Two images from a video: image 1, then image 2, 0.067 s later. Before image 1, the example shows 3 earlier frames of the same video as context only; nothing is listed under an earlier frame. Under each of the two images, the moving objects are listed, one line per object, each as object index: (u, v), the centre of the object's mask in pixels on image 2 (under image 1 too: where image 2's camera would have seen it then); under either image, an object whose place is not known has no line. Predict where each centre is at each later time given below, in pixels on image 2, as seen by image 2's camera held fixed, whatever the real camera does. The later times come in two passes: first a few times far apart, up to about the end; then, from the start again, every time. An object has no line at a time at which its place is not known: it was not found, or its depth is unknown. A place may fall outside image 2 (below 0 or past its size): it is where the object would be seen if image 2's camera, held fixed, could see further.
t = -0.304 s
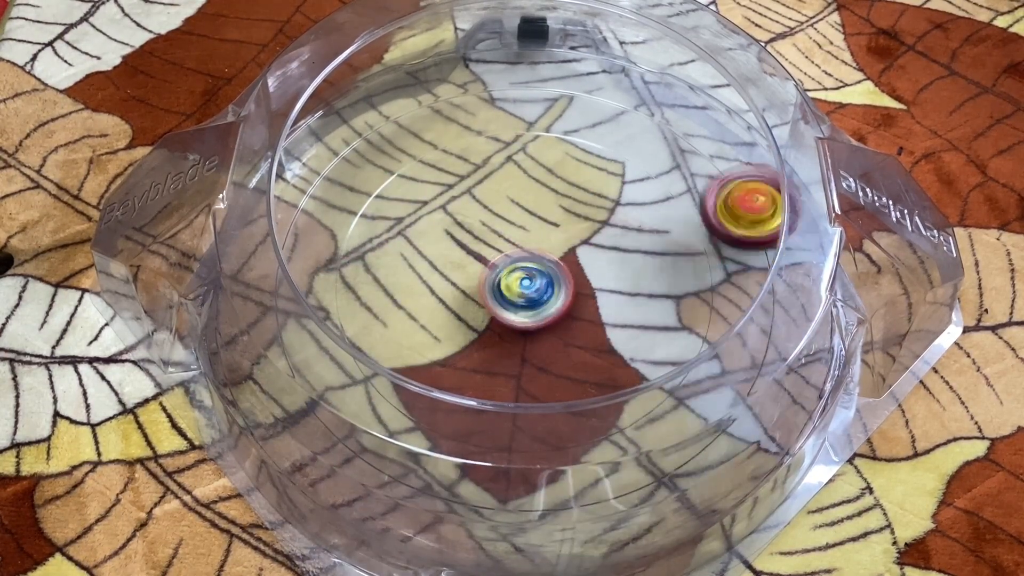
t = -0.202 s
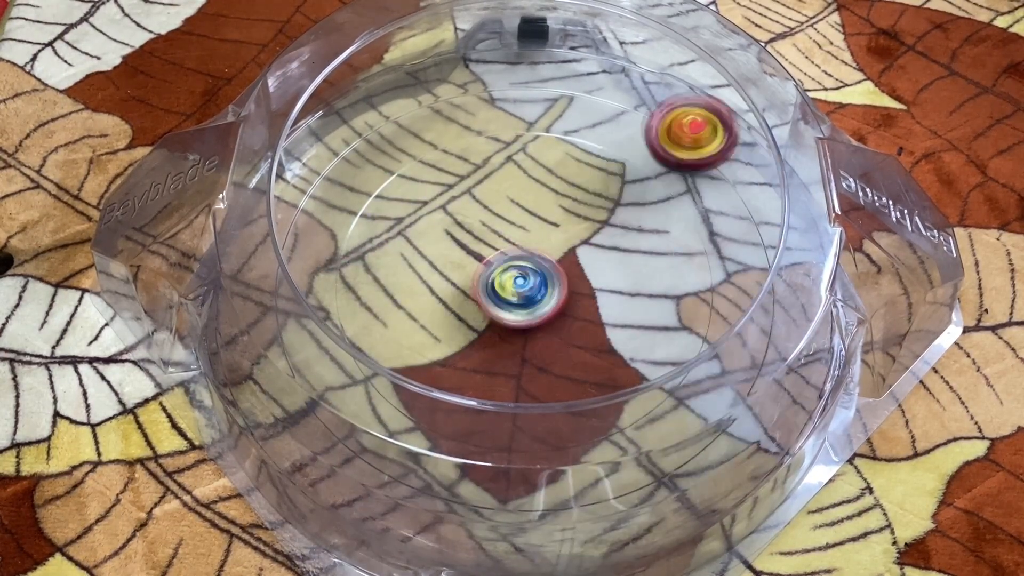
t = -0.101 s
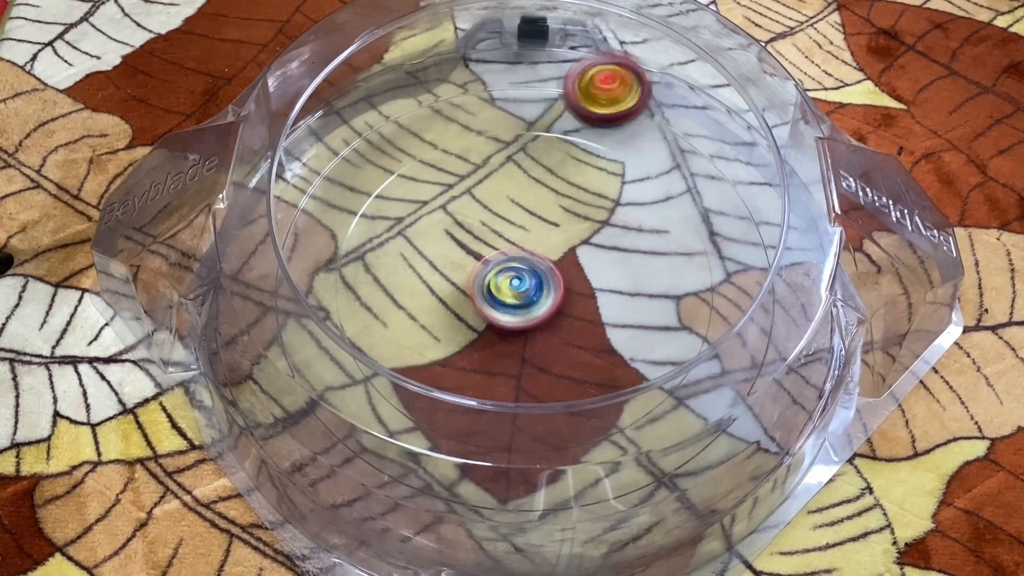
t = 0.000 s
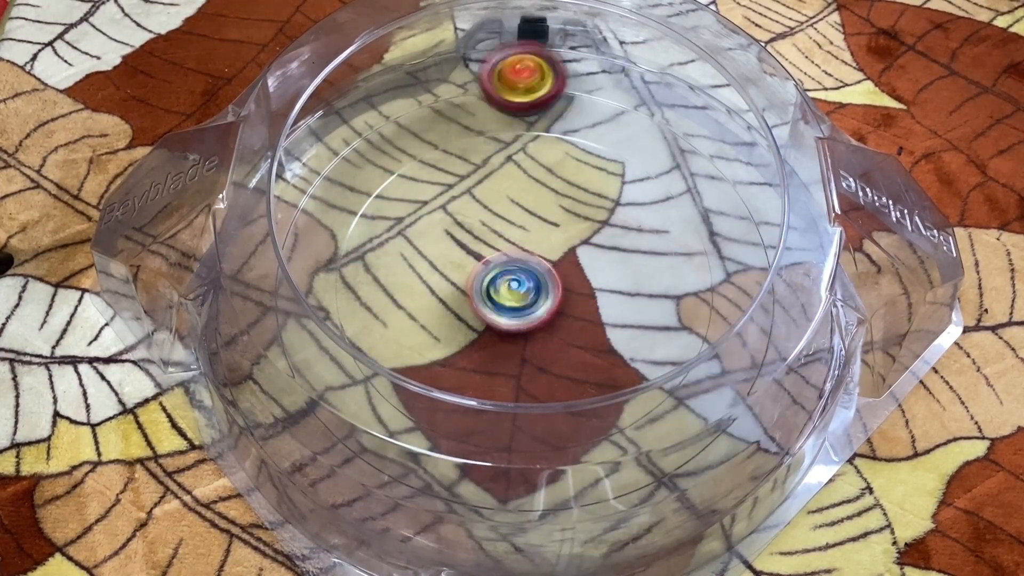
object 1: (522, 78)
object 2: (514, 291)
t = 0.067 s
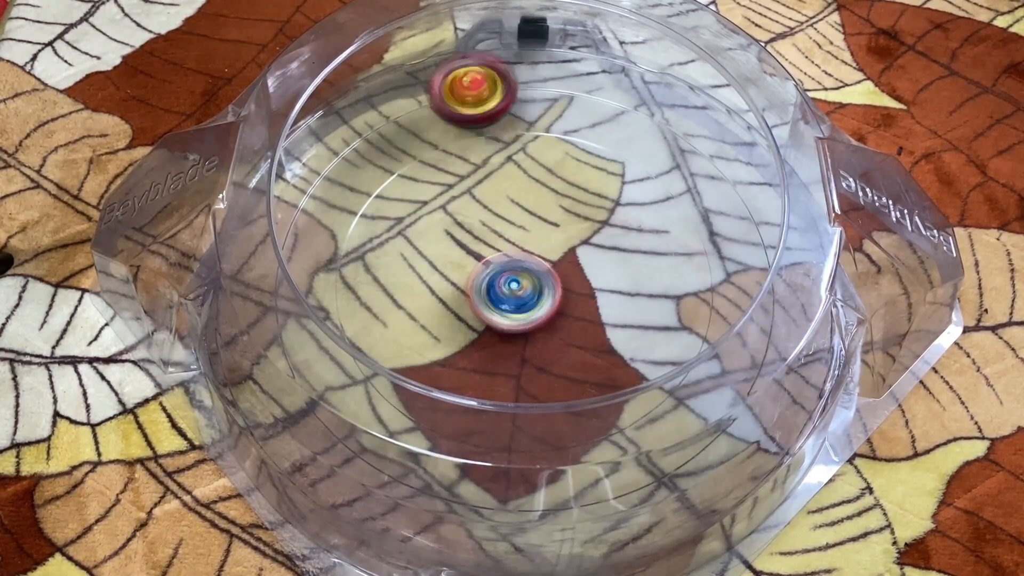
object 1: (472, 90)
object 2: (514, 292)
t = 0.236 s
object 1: (363, 176)
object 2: (518, 287)
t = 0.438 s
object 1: (311, 358)
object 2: (510, 278)
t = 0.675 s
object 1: (542, 486)
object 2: (511, 283)
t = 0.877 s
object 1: (759, 343)
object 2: (520, 273)
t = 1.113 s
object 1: (679, 123)
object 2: (513, 268)
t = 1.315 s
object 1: (472, 77)
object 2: (521, 277)
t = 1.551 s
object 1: (282, 249)
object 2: (532, 269)
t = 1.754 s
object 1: (414, 464)
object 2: (523, 269)
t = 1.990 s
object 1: (754, 353)
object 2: (534, 284)
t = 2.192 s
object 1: (718, 154)
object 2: (539, 276)
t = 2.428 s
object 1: (484, 71)
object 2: (520, 280)
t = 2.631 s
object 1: (300, 198)
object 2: (526, 292)
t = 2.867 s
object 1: (380, 446)
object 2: (529, 278)
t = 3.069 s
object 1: (661, 451)
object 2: (512, 282)
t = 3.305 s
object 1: (762, 230)
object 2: (524, 292)
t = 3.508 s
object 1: (626, 90)
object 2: (525, 275)
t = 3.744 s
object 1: (380, 111)
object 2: (508, 277)
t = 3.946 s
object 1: (280, 283)
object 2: (522, 286)
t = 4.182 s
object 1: (467, 476)
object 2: (527, 270)
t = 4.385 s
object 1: (715, 410)
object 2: (513, 271)
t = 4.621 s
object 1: (741, 186)
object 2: (529, 284)
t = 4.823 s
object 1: (553, 75)
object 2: (534, 271)
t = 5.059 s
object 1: (338, 146)
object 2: (516, 279)
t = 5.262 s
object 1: (286, 322)
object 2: (530, 291)
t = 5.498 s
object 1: (497, 483)
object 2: (532, 275)
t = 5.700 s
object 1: (726, 397)
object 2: (511, 277)
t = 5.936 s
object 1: (739, 196)
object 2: (520, 293)
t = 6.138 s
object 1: (649, 111)
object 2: (532, 279)
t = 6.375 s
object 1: (497, 89)
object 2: (511, 271)
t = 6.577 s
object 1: (373, 143)
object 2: (516, 285)
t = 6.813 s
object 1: (303, 277)
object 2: (532, 278)
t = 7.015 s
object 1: (344, 412)
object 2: (523, 270)
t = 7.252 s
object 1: (554, 482)
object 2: (520, 284)
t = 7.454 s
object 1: (715, 404)
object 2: (534, 285)
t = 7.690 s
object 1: (732, 239)
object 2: (523, 275)
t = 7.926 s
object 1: (619, 139)
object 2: (518, 288)
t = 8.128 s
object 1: (441, 149)
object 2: (529, 286)
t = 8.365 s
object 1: (354, 314)
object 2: (520, 273)
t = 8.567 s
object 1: (516, 422)
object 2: (513, 281)
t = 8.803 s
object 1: (688, 301)
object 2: (529, 284)
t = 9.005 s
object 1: (612, 160)
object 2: (527, 272)
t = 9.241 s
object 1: (417, 160)
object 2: (517, 277)
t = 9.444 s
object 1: (357, 297)
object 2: (525, 286)
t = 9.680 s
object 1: (533, 407)
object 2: (529, 278)
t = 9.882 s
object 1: (674, 302)
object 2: (519, 279)
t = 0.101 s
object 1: (450, 101)
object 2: (516, 292)
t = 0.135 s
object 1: (426, 116)
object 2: (516, 292)
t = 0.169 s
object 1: (404, 135)
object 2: (517, 291)
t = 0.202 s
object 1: (382, 153)
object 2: (517, 289)
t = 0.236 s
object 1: (363, 176)
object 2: (518, 287)
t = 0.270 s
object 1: (346, 202)
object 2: (517, 285)
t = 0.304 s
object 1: (331, 229)
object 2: (516, 283)
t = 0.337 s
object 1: (320, 261)
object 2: (515, 281)
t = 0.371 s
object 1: (315, 292)
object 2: (514, 280)
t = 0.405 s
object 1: (311, 324)
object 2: (512, 279)
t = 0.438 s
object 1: (311, 358)
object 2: (510, 278)
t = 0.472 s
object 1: (316, 391)
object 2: (509, 278)
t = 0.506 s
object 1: (339, 414)
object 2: (508, 279)
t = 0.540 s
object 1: (367, 441)
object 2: (507, 279)
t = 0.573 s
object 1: (405, 459)
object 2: (506, 280)
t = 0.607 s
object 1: (447, 474)
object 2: (507, 281)
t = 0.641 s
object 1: (494, 484)
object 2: (509, 282)
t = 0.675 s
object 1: (542, 486)
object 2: (511, 283)
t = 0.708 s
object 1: (593, 478)
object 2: (512, 282)
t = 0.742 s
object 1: (640, 464)
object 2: (515, 281)
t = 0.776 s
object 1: (680, 441)
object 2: (518, 280)
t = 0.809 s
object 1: (713, 416)
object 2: (520, 278)
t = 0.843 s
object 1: (740, 379)
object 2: (520, 275)
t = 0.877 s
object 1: (759, 343)
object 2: (520, 273)
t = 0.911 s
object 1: (768, 306)
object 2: (520, 270)
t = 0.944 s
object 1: (769, 268)
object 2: (520, 269)
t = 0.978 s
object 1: (759, 231)
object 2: (518, 268)
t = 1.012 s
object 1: (744, 200)
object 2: (517, 267)
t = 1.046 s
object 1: (731, 170)
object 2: (515, 266)
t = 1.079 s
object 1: (707, 144)
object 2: (514, 267)
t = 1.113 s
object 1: (679, 123)
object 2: (513, 268)
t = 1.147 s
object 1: (650, 105)
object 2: (512, 270)
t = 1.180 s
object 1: (618, 91)
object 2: (512, 272)
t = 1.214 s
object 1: (584, 81)
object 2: (513, 273)
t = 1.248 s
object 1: (545, 75)
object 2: (515, 275)
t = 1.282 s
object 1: (509, 74)
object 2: (518, 276)
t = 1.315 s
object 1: (472, 77)
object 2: (521, 277)
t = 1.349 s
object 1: (432, 84)
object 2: (524, 277)
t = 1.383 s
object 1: (396, 98)
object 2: (526, 277)
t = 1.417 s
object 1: (363, 120)
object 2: (528, 275)
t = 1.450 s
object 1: (332, 144)
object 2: (530, 274)
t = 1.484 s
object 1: (313, 177)
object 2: (532, 272)
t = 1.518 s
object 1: (290, 210)
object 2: (533, 271)
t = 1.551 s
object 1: (282, 249)
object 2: (532, 269)
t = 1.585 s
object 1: (280, 288)
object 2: (532, 267)
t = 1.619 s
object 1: (287, 330)
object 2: (530, 266)
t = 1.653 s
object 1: (307, 369)
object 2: (528, 265)
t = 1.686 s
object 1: (335, 406)
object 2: (527, 265)
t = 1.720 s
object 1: (371, 438)
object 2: (525, 266)
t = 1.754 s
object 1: (414, 464)
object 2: (523, 269)
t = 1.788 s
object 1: (466, 477)
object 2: (521, 272)
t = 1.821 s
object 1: (573, 482)
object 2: (521, 277)
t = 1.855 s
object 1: (624, 470)
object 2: (522, 280)
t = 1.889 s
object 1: (667, 451)
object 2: (525, 282)
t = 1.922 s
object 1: (704, 423)
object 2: (527, 283)
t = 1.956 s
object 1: (733, 390)
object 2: (531, 284)
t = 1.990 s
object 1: (754, 353)
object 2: (534, 284)
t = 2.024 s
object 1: (763, 314)
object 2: (536, 284)
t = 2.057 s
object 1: (767, 279)
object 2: (538, 283)
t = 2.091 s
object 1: (762, 244)
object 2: (539, 282)
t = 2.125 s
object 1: (746, 213)
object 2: (539, 280)
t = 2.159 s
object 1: (737, 183)
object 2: (539, 278)
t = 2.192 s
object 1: (718, 154)
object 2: (539, 276)
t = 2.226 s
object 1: (693, 131)
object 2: (538, 275)
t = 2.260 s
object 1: (665, 110)
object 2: (536, 274)
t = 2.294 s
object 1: (633, 94)
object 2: (532, 273)
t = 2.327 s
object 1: (599, 81)
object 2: (529, 274)
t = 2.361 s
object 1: (562, 72)
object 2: (526, 275)
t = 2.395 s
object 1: (523, 71)
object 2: (523, 278)
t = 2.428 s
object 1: (484, 71)
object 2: (520, 280)
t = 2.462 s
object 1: (446, 81)
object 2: (520, 283)
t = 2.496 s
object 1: (409, 95)
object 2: (520, 286)
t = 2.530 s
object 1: (374, 112)
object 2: (521, 288)
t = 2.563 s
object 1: (344, 137)
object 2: (521, 290)
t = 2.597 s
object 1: (319, 164)
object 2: (524, 292)
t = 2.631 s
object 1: (300, 198)
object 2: (526, 292)
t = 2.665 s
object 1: (287, 232)
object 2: (529, 292)
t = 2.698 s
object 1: (279, 268)
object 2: (532, 291)
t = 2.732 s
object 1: (282, 308)
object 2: (534, 289)
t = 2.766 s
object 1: (296, 347)
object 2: (534, 286)
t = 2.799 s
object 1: (317, 383)
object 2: (534, 284)
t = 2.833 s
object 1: (346, 418)
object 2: (532, 281)
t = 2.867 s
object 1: (380, 446)
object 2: (529, 278)
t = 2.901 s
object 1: (422, 466)
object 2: (526, 277)
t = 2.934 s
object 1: (472, 478)
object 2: (523, 277)
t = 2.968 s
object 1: (521, 483)
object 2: (520, 277)
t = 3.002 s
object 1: (573, 479)
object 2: (517, 278)
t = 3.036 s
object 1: (618, 469)
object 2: (514, 280)
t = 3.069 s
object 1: (661, 451)
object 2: (512, 282)
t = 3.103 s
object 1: (694, 426)
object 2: (512, 285)
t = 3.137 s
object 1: (725, 399)
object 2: (512, 287)
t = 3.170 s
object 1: (746, 367)
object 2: (514, 289)
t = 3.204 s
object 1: (760, 332)
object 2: (516, 292)
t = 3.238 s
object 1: (767, 300)
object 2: (519, 293)
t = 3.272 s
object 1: (767, 264)
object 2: (522, 293)
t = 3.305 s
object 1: (762, 230)
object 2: (524, 292)
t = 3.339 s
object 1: (745, 200)
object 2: (527, 290)
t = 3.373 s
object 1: (733, 172)
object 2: (529, 287)
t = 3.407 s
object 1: (711, 145)
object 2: (529, 283)
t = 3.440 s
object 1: (688, 123)
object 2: (529, 280)
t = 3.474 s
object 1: (658, 104)
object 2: (527, 277)
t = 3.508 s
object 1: (626, 90)
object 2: (525, 275)
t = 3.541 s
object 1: (591, 80)
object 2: (522, 273)
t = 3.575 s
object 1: (555, 73)
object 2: (519, 272)
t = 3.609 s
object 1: (518, 72)
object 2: (516, 271)
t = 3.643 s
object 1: (481, 74)
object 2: (514, 272)
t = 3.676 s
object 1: (446, 80)
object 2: (511, 272)
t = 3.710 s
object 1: (411, 94)
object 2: (509, 274)
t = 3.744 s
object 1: (380, 111)
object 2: (508, 277)
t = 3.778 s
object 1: (349, 133)
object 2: (508, 279)
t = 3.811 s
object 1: (325, 157)
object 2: (509, 283)
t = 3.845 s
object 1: (303, 183)
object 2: (511, 285)
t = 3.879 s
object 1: (289, 215)
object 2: (515, 285)
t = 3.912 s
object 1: (281, 247)
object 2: (518, 286)
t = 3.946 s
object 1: (280, 283)
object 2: (522, 286)
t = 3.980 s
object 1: (284, 319)
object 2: (525, 284)
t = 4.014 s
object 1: (297, 354)
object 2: (527, 281)
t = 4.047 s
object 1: (318, 387)
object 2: (529, 279)
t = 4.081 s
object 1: (348, 416)
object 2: (530, 276)
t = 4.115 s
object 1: (381, 444)
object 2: (531, 274)
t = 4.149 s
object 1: (422, 465)
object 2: (529, 272)
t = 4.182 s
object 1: (467, 476)
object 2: (527, 270)
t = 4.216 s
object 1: (512, 483)
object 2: (525, 268)
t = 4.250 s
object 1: (558, 482)
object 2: (523, 266)
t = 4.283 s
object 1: (606, 474)
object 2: (520, 266)
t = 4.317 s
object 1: (646, 459)
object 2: (518, 267)
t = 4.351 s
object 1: (684, 438)
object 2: (515, 269)
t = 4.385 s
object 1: (715, 410)
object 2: (513, 271)
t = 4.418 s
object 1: (742, 380)
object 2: (513, 274)
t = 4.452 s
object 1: (758, 348)
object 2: (514, 277)
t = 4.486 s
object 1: (766, 311)
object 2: (516, 279)
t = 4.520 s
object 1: (770, 280)
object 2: (518, 282)
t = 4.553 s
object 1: (767, 244)
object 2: (522, 284)
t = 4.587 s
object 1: (757, 214)
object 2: (526, 285)
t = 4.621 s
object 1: (741, 186)
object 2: (529, 284)
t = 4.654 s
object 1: (704, 136)
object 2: (536, 282)
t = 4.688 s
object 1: (678, 117)
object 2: (537, 279)
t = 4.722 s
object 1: (650, 100)
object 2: (538, 277)
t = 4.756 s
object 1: (620, 88)
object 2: (537, 275)
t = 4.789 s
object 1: (587, 79)
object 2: (535, 272)
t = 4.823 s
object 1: (553, 75)
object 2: (534, 271)
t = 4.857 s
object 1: (516, 74)
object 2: (531, 270)
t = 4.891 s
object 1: (484, 76)
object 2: (528, 269)
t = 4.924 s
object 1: (452, 84)
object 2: (525, 271)
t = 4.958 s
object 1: (419, 94)
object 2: (523, 272)
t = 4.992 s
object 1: (390, 108)
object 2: (520, 274)
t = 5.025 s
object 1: (362, 125)
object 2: (517, 277)
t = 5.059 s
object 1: (338, 146)
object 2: (516, 279)
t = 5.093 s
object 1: (319, 170)
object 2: (517, 283)
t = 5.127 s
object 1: (302, 197)
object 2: (518, 287)
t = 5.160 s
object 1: (290, 225)
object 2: (521, 290)
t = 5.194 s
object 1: (284, 255)
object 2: (523, 291)
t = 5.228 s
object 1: (283, 288)
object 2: (526, 292)
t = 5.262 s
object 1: (286, 322)
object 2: (530, 291)
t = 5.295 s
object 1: (299, 353)
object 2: (531, 291)
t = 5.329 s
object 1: (317, 387)
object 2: (536, 290)
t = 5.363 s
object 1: (344, 414)
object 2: (537, 287)
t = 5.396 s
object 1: (373, 442)
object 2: (539, 284)
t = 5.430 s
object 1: (411, 462)
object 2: (538, 281)
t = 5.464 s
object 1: (455, 476)
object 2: (536, 278)
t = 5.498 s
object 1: (497, 483)
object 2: (532, 275)
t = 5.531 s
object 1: (544, 484)
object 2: (529, 274)
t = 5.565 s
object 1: (588, 478)
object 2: (525, 274)
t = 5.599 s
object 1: (629, 464)
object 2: (522, 273)
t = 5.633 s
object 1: (667, 448)
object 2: (518, 273)
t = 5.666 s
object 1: (698, 425)
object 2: (515, 275)
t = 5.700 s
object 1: (726, 397)
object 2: (511, 277)
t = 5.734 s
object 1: (745, 368)
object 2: (511, 280)
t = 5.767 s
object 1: (757, 334)
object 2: (510, 283)
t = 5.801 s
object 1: (764, 305)
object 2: (512, 286)
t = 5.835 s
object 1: (766, 274)
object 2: (512, 289)
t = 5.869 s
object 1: (759, 243)
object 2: (513, 290)
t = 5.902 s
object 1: (746, 218)
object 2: (517, 292)
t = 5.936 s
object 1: (739, 196)
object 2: (520, 293)
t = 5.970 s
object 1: (731, 176)
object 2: (525, 292)
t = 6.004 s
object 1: (717, 160)
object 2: (527, 290)
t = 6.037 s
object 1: (702, 145)
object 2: (529, 289)
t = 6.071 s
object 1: (686, 132)
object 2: (531, 286)
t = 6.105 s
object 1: (669, 121)
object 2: (531, 282)
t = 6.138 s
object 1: (649, 111)
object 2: (532, 279)
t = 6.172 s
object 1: (630, 103)
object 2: (530, 275)
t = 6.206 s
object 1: (608, 96)
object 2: (527, 272)
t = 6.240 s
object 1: (586, 91)
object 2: (524, 272)
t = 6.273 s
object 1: (564, 88)
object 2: (521, 270)
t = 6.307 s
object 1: (541, 86)
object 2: (520, 269)
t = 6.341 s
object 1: (520, 87)
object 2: (515, 270)
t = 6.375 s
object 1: (497, 89)
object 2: (511, 271)
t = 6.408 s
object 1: (474, 93)
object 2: (510, 273)
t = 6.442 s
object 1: (453, 100)
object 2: (510, 276)
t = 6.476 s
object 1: (431, 108)
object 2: (510, 278)
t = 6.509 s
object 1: (409, 118)
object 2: (509, 280)
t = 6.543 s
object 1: (390, 130)
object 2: (512, 283)
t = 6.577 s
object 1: (373, 143)
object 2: (516, 285)
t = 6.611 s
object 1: (356, 158)
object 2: (518, 286)
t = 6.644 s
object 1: (342, 176)
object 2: (521, 286)
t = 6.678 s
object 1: (329, 194)
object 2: (524, 286)
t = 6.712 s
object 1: (320, 213)
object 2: (528, 285)
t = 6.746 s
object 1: (312, 234)
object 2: (530, 282)
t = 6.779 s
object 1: (306, 256)
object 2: (531, 280)
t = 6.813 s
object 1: (303, 277)
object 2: (532, 278)
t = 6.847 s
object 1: (304, 301)
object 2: (533, 276)
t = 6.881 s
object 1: (306, 325)
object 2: (532, 272)
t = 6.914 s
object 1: (310, 348)
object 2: (530, 270)
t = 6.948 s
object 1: (320, 370)
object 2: (528, 270)
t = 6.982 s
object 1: (331, 392)
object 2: (527, 270)
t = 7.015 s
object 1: (344, 412)
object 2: (523, 270)
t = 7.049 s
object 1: (363, 432)
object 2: (519, 270)
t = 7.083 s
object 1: (388, 450)
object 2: (517, 272)
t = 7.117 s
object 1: (417, 463)
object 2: (518, 275)
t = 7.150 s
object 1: (451, 472)
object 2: (516, 277)
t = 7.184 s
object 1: (487, 479)
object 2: (516, 280)
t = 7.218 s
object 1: (519, 483)
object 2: (518, 282)
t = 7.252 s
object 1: (554, 482)
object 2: (520, 284)
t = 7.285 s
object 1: (589, 477)
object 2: (520, 285)
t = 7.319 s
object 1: (619, 467)
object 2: (524, 288)
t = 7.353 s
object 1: (648, 454)
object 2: (528, 288)
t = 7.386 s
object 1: (674, 440)
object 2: (529, 287)
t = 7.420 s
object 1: (697, 423)
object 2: (532, 286)
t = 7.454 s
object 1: (715, 404)
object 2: (534, 285)
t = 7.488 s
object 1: (729, 383)
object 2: (535, 282)
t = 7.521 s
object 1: (744, 342)
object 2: (534, 278)
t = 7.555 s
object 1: (748, 320)
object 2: (533, 276)
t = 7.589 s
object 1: (748, 300)
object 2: (530, 274)
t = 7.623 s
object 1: (743, 279)
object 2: (528, 275)
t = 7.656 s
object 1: (734, 257)
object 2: (526, 274)
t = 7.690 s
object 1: (732, 239)
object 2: (523, 275)
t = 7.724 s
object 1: (725, 221)
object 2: (519, 278)
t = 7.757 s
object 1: (713, 203)
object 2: (518, 278)
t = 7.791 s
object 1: (697, 186)
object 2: (516, 280)
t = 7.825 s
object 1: (683, 171)
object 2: (515, 282)
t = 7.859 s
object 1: (666, 159)
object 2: (516, 285)
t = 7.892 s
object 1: (645, 147)
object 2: (517, 285)
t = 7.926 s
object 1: (619, 139)
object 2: (518, 288)
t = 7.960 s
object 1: (590, 131)
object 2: (521, 290)
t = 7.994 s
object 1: (562, 130)
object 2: (523, 289)
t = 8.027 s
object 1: (532, 129)
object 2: (524, 290)
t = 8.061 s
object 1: (499, 131)
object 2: (527, 290)
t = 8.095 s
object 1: (469, 138)
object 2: (528, 287)
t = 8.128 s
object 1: (441, 149)
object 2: (529, 286)
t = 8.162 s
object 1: (414, 165)
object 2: (531, 283)
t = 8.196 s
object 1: (391, 183)
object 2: (529, 281)
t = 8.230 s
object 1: (373, 205)
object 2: (529, 279)
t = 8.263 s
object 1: (358, 231)
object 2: (528, 278)
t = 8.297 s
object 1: (350, 259)
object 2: (524, 275)
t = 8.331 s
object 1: (350, 286)
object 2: (523, 275)
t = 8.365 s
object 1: (354, 314)
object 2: (520, 273)
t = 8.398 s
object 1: (366, 342)
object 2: (516, 274)
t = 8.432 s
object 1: (384, 368)
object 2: (515, 276)
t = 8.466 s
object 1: (408, 390)
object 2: (513, 276)
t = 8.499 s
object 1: (438, 406)
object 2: (511, 279)
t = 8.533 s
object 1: (476, 417)
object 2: (513, 281)
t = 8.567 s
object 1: (516, 422)
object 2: (513, 281)
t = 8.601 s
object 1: (551, 421)
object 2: (514, 285)
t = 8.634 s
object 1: (588, 412)
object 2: (518, 286)
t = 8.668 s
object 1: (622, 396)
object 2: (519, 285)
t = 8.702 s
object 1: (648, 378)
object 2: (522, 286)
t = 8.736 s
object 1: (669, 354)
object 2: (525, 285)
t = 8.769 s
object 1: (680, 326)
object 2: (526, 285)
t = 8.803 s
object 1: (688, 301)
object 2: (529, 284)
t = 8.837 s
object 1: (690, 273)
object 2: (529, 281)
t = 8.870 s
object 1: (685, 246)
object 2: (530, 280)
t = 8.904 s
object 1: (674, 221)
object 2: (531, 277)
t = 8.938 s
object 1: (656, 198)
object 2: (528, 276)
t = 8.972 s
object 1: (636, 177)
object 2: (528, 274)
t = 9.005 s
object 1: (612, 160)
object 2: (527, 272)
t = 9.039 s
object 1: (587, 149)
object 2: (524, 273)
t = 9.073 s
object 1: (558, 139)
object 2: (523, 272)
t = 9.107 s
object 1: (527, 135)
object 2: (519, 272)
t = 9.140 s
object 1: (498, 135)
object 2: (519, 274)
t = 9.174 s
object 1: (468, 138)
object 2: (518, 275)
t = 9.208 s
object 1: (442, 147)
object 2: (517, 277)
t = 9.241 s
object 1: (417, 160)
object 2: (517, 277)
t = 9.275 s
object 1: (393, 177)
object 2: (516, 280)
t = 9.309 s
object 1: (374, 196)
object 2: (520, 283)
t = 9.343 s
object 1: (359, 219)
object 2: (519, 284)
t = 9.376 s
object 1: (352, 244)
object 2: (522, 286)
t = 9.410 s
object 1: (350, 272)
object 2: (524, 285)
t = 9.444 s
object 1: (357, 297)
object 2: (525, 286)
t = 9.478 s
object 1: (364, 326)
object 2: (529, 286)
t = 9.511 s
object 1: (380, 349)
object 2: (528, 284)
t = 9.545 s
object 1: (404, 371)
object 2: (531, 284)
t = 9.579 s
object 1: (431, 388)
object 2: (531, 282)
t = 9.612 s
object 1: (465, 401)
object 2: (531, 281)
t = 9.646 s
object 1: (500, 408)
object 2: (531, 278)
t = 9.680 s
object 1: (533, 407)
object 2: (529, 278)
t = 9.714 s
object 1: (567, 402)
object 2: (528, 276)
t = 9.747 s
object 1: (602, 388)
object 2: (525, 277)
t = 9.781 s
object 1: (629, 372)
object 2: (526, 277)
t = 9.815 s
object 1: (648, 350)
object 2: (521, 276)
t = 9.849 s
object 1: (663, 326)
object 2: (521, 278)
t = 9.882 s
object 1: (674, 302)
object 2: (519, 279)
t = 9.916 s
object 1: (677, 274)
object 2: (519, 280)
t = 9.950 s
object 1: (675, 249)
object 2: (518, 280)
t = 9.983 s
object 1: (666, 223)
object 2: (518, 284)
